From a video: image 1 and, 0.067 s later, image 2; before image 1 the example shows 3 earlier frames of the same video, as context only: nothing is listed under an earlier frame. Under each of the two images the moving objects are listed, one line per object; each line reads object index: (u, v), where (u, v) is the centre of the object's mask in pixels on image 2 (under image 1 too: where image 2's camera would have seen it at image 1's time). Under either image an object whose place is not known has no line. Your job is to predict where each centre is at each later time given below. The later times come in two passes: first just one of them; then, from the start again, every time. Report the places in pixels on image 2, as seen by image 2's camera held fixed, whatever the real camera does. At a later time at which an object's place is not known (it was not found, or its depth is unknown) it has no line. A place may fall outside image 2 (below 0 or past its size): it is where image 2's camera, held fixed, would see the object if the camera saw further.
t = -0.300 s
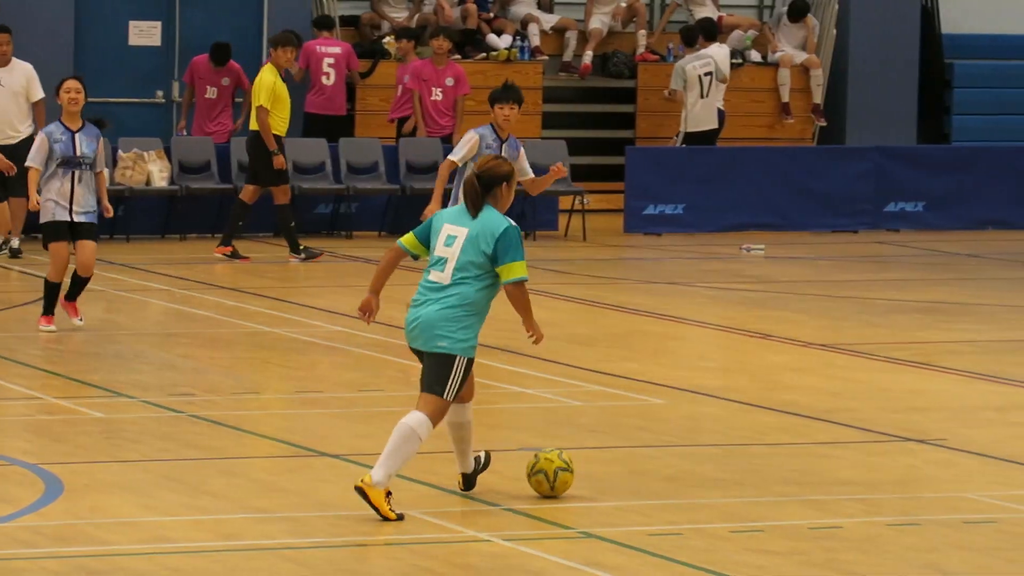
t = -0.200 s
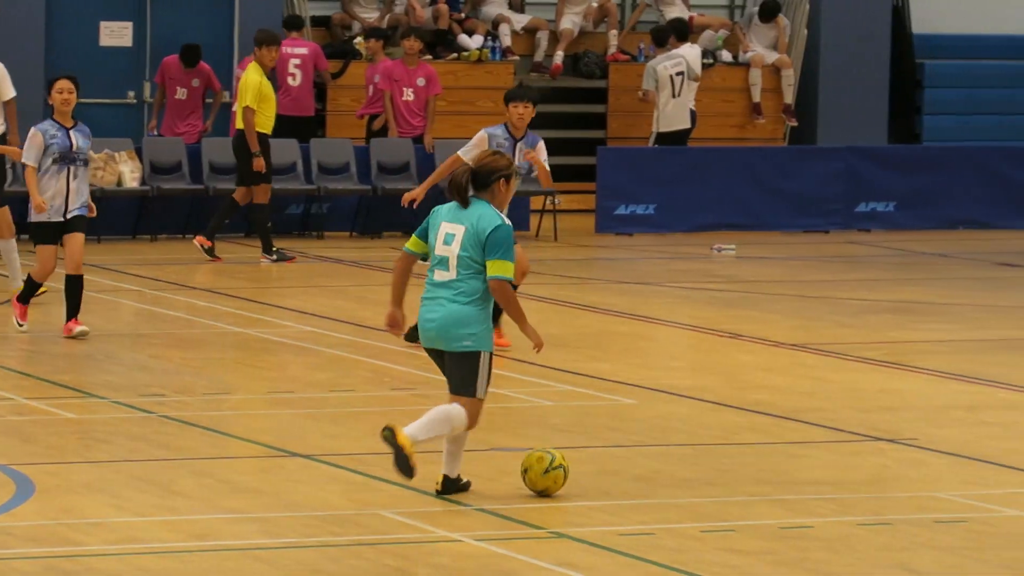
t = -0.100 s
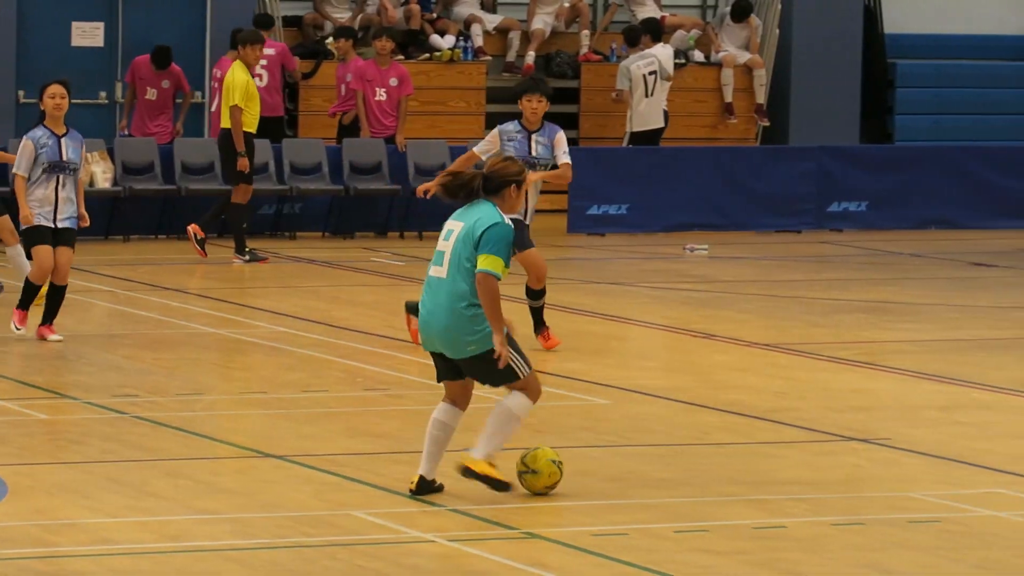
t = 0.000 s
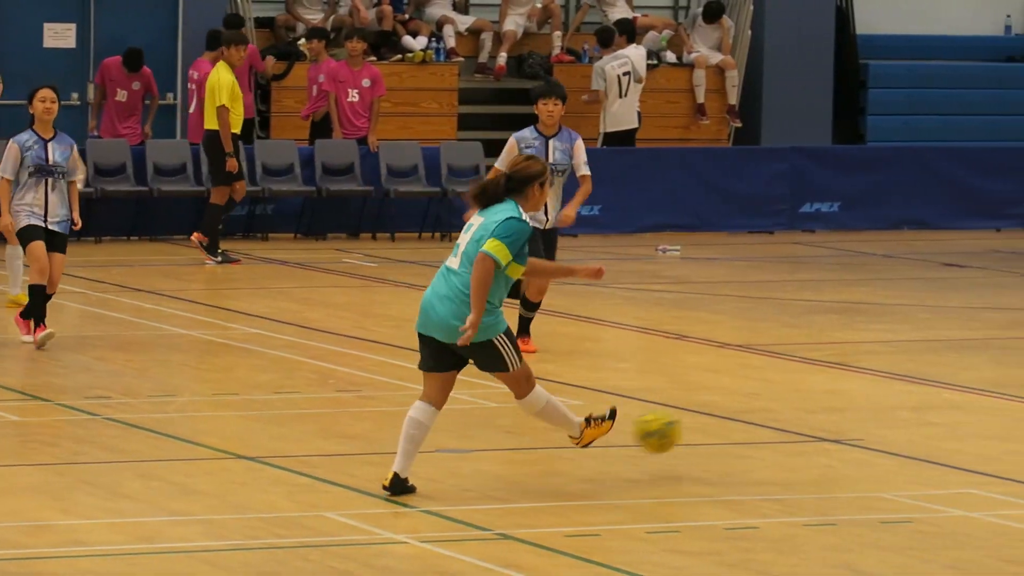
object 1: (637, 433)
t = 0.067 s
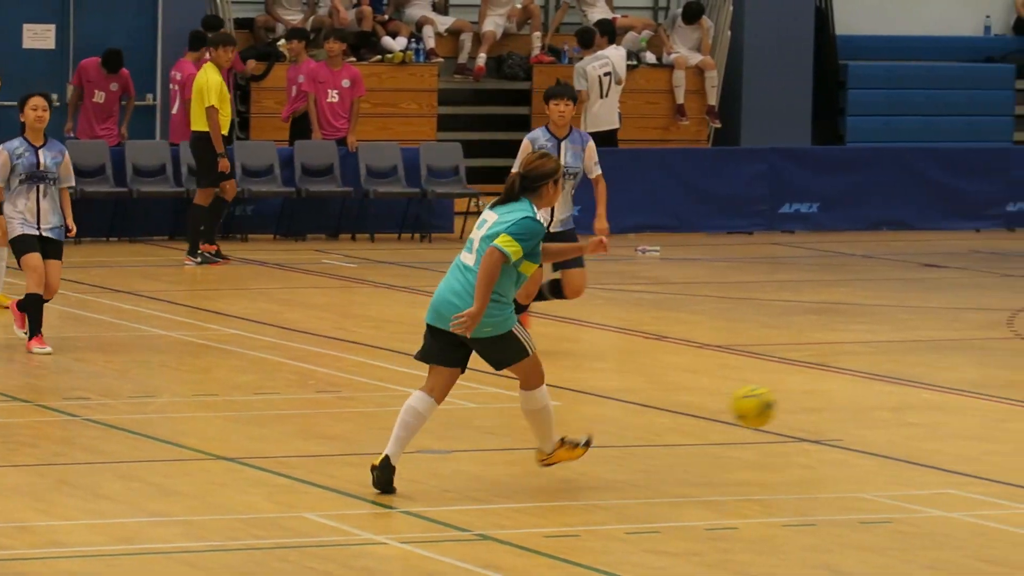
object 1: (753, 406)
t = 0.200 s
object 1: (962, 384)
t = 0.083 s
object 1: (781, 402)
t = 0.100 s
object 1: (809, 397)
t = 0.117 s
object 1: (835, 393)
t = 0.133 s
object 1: (861, 390)
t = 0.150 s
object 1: (888, 388)
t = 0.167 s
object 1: (913, 386)
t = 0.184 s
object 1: (937, 385)
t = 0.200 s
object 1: (962, 384)
